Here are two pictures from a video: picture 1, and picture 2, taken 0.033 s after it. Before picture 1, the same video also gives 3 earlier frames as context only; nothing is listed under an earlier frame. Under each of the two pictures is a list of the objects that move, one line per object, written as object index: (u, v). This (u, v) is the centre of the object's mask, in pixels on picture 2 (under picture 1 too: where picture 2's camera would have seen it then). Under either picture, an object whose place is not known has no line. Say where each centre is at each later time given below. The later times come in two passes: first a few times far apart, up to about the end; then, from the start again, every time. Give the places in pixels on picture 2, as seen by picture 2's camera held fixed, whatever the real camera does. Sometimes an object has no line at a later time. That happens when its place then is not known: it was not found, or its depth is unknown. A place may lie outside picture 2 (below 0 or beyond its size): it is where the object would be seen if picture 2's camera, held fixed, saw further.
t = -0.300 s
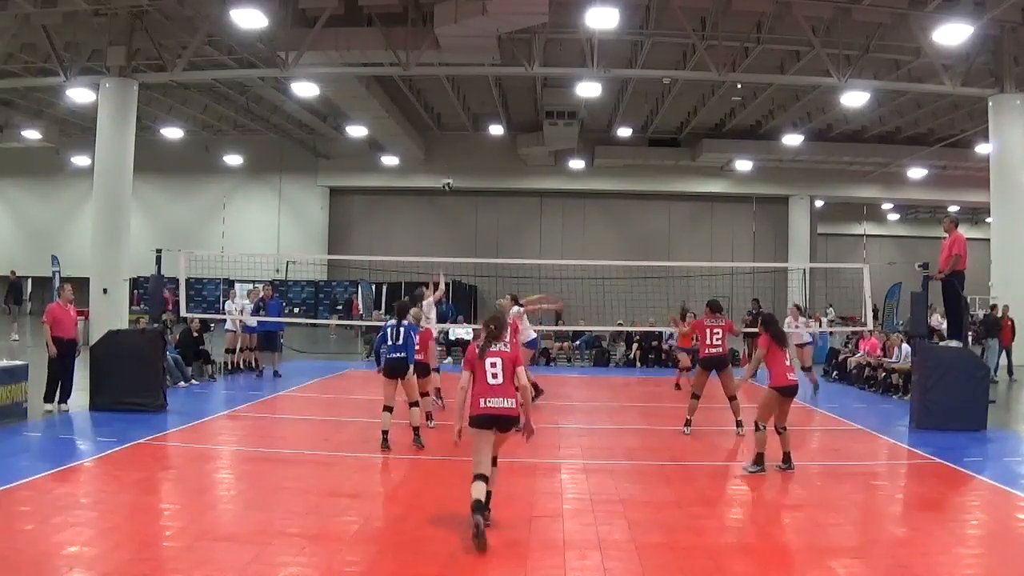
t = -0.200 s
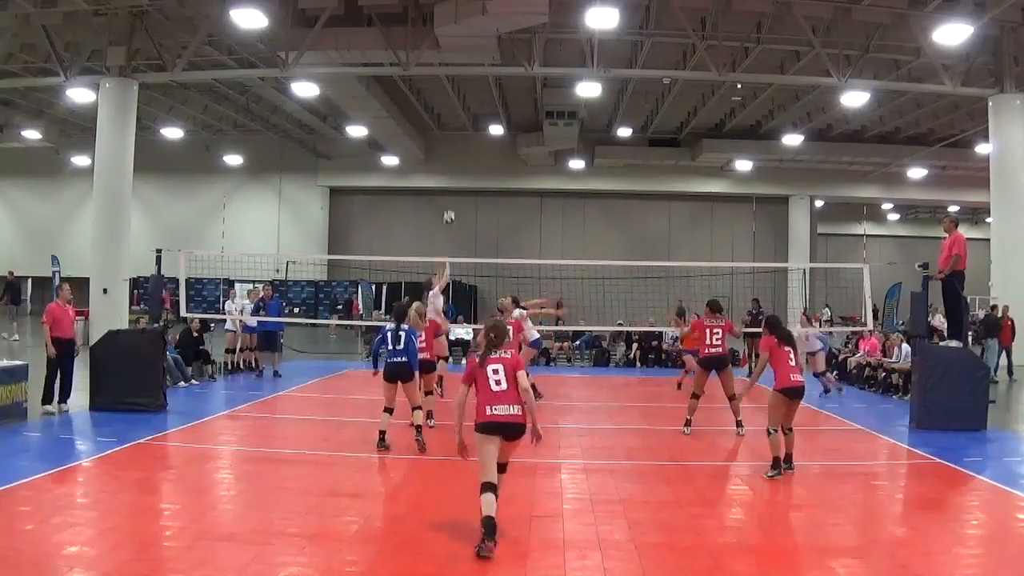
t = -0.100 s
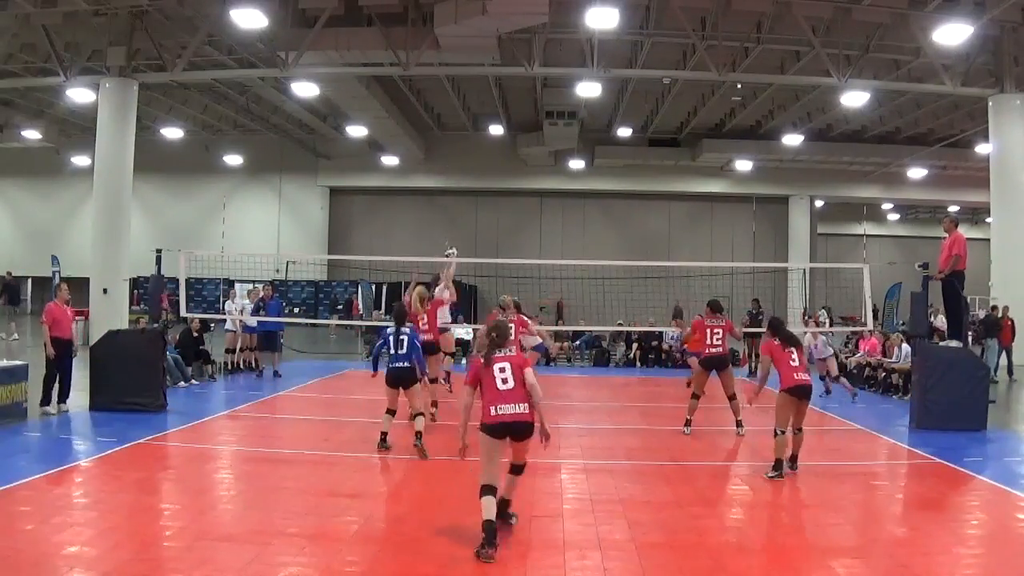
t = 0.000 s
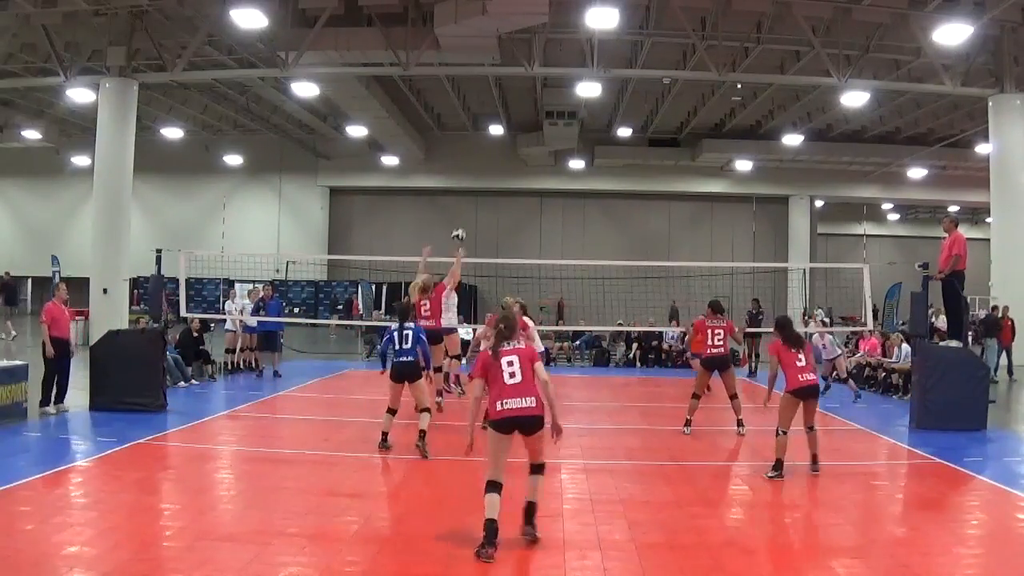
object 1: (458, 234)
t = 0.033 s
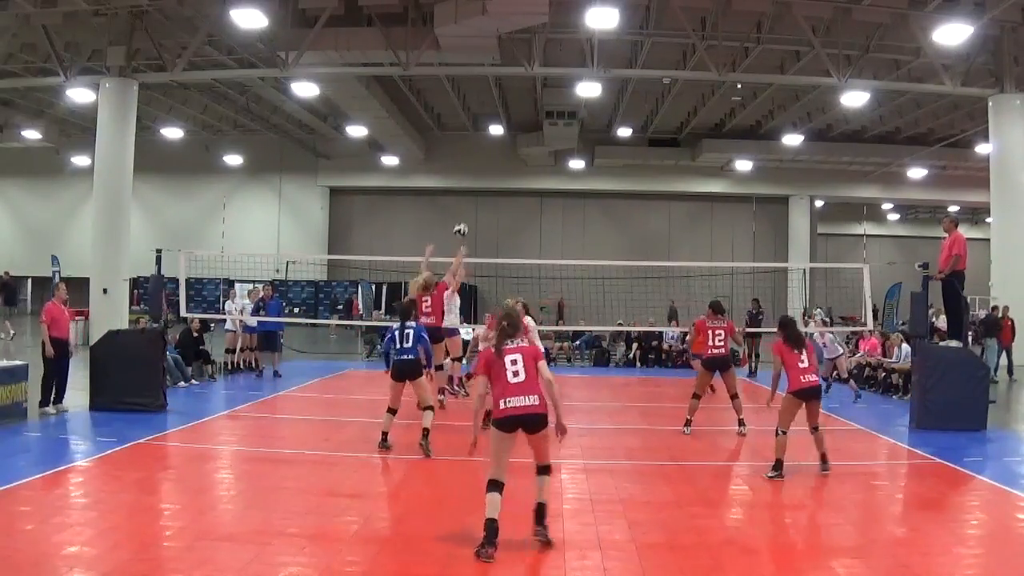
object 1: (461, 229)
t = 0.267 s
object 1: (477, 213)
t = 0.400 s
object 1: (487, 219)
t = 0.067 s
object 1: (464, 224)
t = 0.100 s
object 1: (466, 221)
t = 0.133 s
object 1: (468, 218)
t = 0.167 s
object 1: (471, 215)
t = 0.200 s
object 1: (472, 214)
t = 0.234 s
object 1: (475, 213)
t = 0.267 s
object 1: (477, 213)
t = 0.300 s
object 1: (480, 213)
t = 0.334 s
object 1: (482, 214)
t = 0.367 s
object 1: (485, 216)
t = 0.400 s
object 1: (487, 219)
